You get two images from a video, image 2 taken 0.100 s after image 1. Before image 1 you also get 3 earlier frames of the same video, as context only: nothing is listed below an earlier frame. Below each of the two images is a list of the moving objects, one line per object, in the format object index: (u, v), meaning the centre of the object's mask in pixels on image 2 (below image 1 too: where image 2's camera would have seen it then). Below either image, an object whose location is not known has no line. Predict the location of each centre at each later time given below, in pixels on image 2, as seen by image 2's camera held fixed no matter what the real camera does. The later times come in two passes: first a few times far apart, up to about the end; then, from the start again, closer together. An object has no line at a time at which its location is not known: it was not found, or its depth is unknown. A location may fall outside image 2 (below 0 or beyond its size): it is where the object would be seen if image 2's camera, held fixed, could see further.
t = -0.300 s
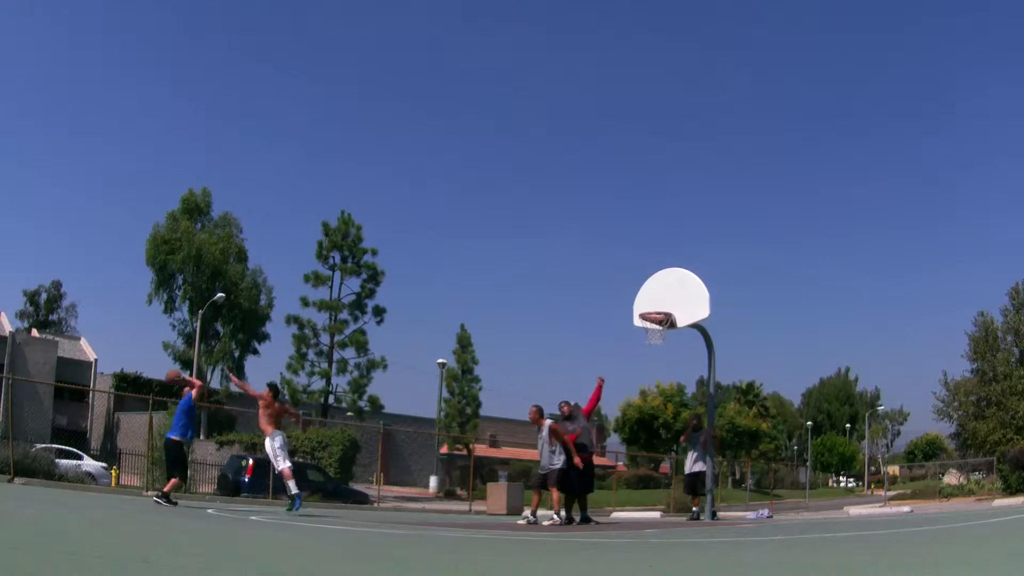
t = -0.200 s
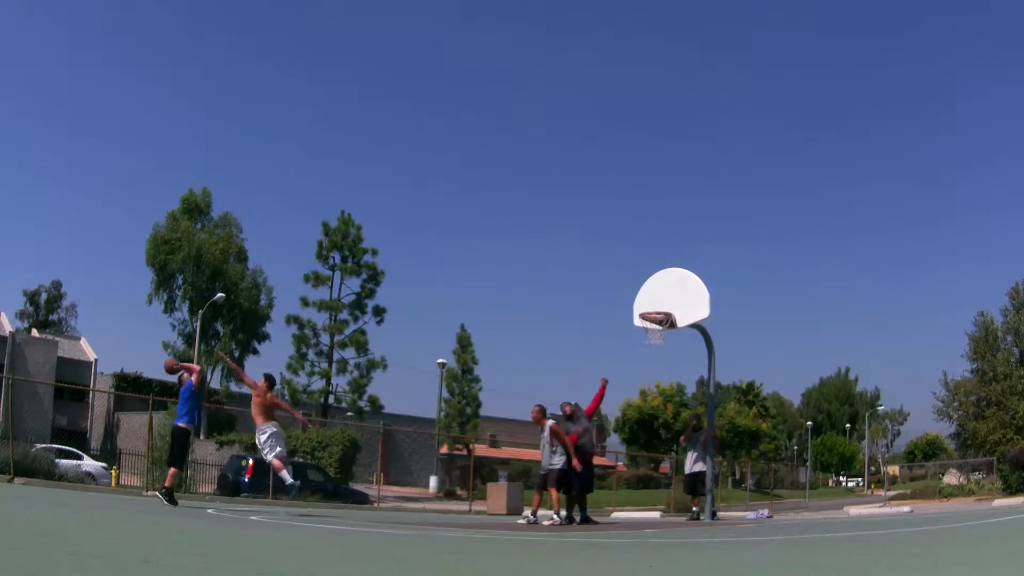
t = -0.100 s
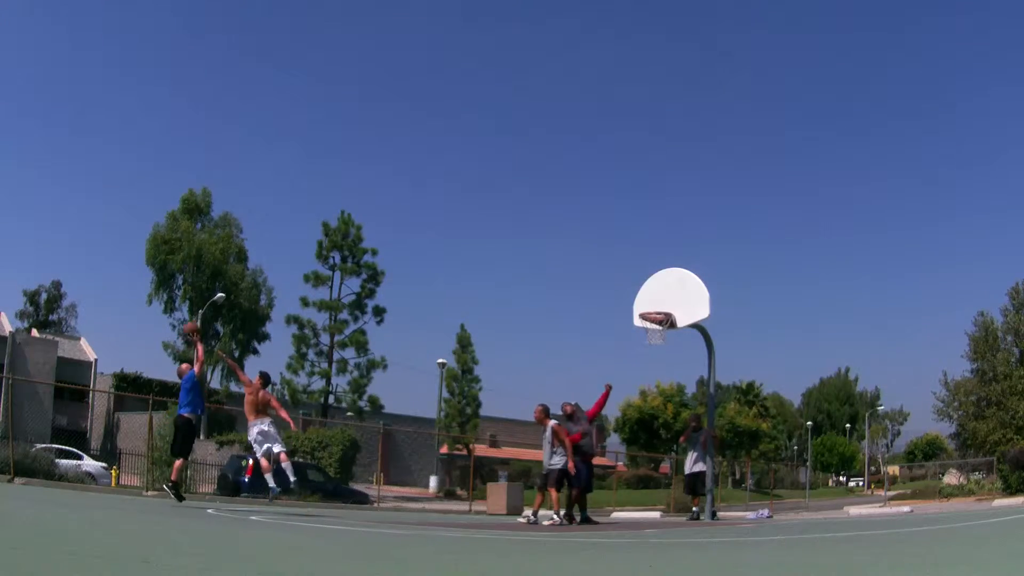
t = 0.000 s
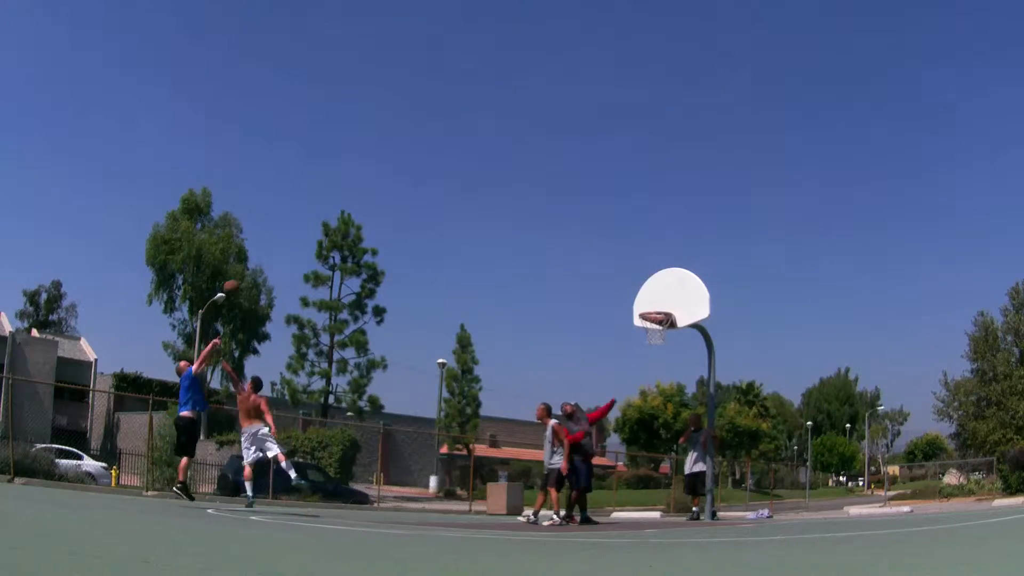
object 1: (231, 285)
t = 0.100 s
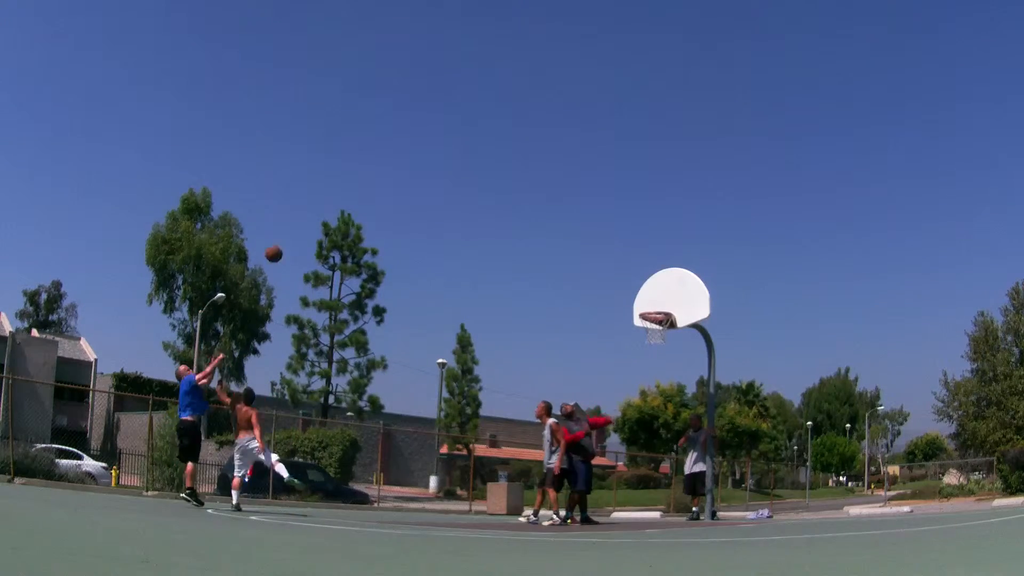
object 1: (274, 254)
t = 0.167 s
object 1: (301, 235)
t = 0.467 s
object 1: (419, 188)
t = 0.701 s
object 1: (506, 195)
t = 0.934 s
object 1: (589, 236)
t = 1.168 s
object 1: (666, 309)
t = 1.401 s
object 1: (600, 254)
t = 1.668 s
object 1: (523, 233)
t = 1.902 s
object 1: (453, 254)
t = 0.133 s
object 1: (287, 244)
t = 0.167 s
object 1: (301, 235)
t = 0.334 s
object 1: (368, 201)
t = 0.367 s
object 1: (381, 197)
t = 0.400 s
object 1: (394, 193)
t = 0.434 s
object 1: (407, 190)
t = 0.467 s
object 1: (419, 188)
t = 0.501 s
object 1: (432, 187)
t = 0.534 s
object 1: (445, 187)
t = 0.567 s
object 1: (457, 187)
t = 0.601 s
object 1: (470, 188)
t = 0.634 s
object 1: (482, 189)
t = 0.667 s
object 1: (494, 192)
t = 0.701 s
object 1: (506, 195)
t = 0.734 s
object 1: (518, 199)
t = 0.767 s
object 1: (530, 203)
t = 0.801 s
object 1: (542, 208)
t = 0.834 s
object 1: (554, 214)
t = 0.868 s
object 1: (566, 221)
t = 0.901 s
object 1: (578, 228)
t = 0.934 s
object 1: (589, 236)
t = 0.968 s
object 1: (601, 245)
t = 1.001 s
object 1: (612, 255)
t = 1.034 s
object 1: (624, 265)
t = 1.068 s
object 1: (635, 276)
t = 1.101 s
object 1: (647, 287)
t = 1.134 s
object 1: (658, 300)
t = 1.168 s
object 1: (666, 309)
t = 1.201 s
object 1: (657, 299)
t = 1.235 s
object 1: (647, 290)
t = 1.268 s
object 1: (638, 281)
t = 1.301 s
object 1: (629, 273)
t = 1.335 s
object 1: (619, 266)
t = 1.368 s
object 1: (610, 260)
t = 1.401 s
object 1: (600, 254)
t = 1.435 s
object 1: (590, 249)
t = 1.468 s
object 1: (581, 245)
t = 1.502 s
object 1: (572, 241)
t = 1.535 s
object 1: (562, 238)
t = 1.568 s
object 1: (552, 236)
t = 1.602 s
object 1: (543, 234)
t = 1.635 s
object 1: (533, 233)
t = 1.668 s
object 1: (523, 233)
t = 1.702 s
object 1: (513, 234)
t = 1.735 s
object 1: (504, 235)
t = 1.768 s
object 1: (494, 237)
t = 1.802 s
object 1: (484, 240)
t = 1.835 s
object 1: (474, 244)
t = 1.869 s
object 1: (463, 249)
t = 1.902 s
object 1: (453, 254)
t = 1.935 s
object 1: (443, 260)
